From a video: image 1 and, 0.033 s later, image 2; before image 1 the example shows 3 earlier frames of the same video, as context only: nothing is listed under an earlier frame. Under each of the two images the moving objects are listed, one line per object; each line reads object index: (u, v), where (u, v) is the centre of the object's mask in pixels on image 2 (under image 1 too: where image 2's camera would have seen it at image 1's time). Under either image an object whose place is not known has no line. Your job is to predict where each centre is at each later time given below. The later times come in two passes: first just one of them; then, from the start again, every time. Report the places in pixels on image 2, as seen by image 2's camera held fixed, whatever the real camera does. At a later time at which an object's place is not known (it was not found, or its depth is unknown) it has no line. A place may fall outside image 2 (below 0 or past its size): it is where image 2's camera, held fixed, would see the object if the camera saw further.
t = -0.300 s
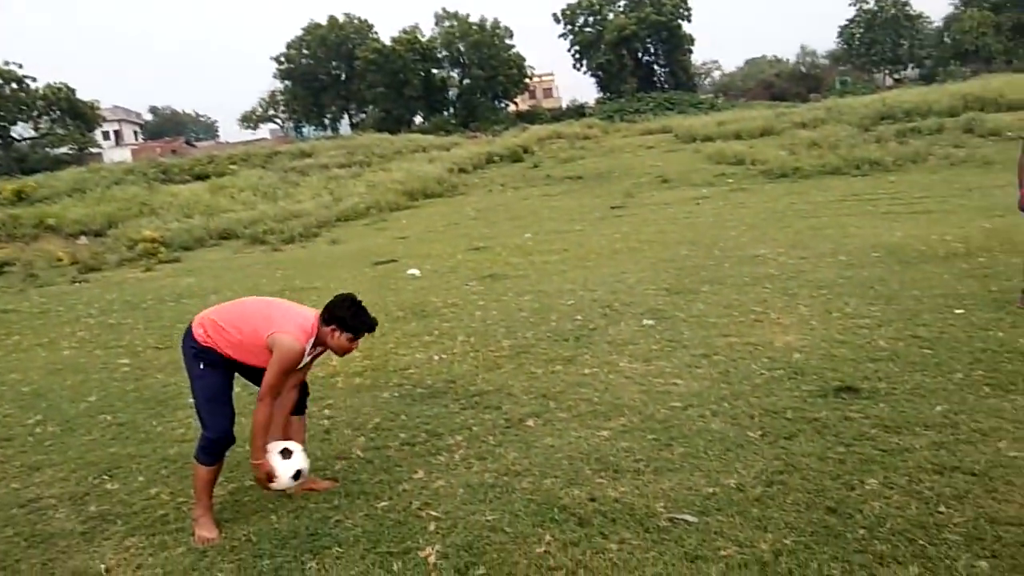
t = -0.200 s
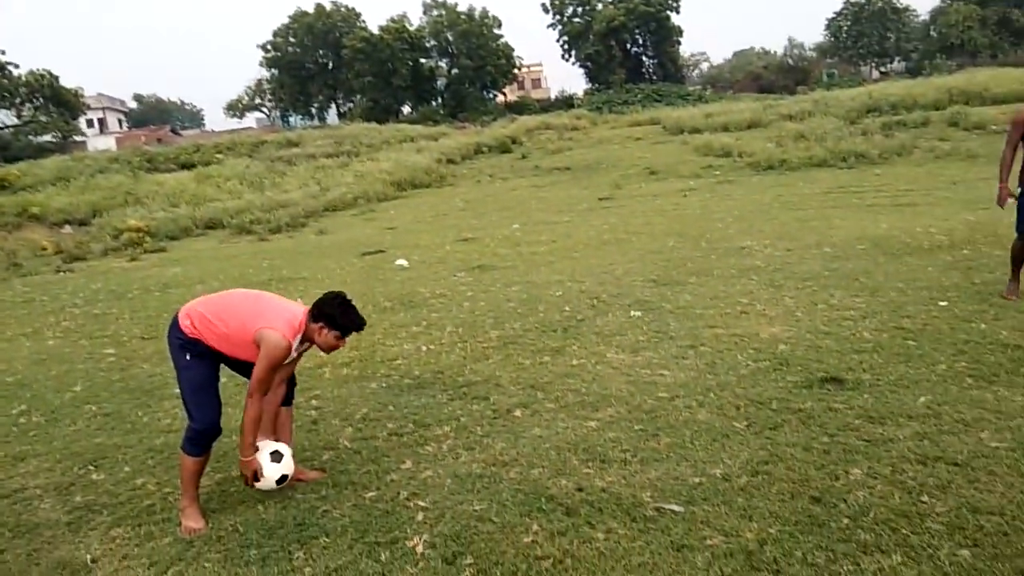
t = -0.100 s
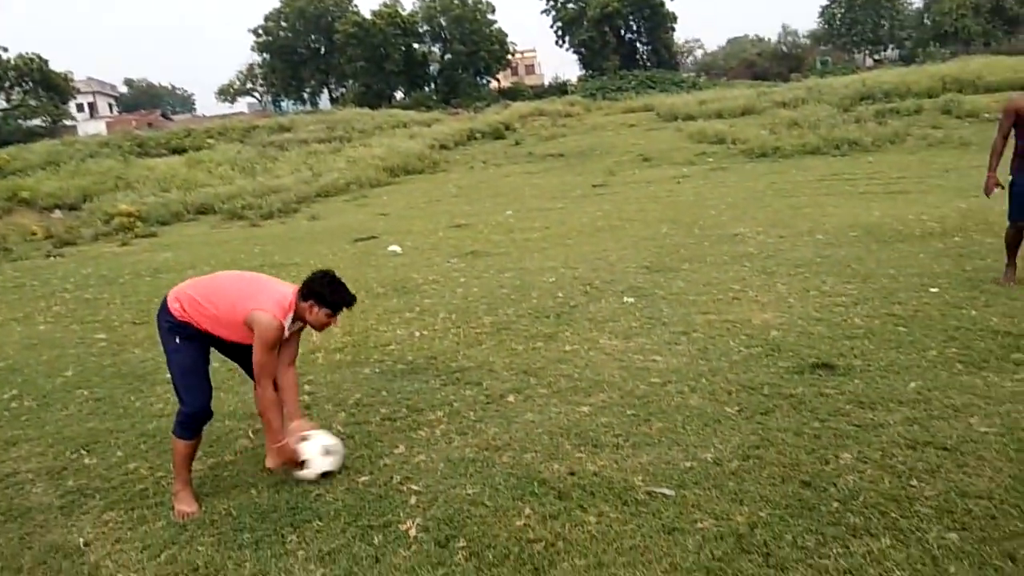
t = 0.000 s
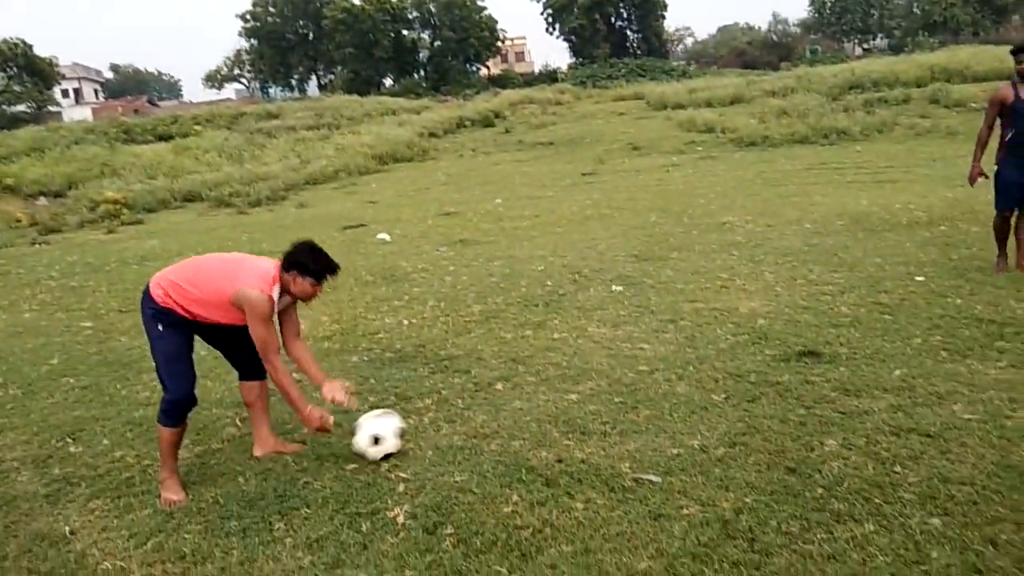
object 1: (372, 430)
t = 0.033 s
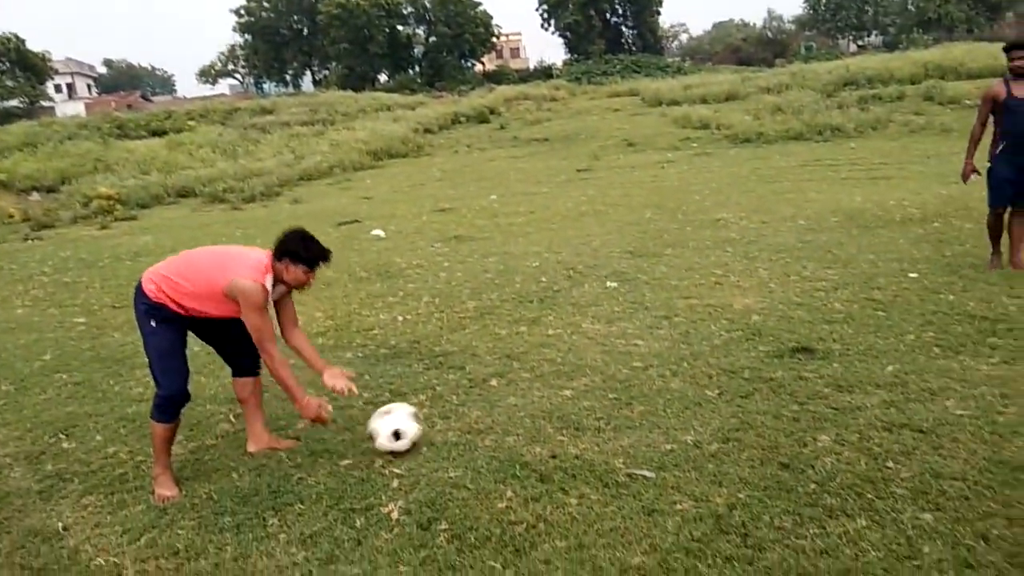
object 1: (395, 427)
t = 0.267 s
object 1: (534, 416)
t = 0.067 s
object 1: (414, 427)
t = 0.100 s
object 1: (437, 427)
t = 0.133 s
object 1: (459, 425)
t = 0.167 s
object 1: (478, 421)
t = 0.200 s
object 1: (497, 419)
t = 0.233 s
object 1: (515, 417)
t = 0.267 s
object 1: (534, 416)
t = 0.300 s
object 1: (552, 418)
